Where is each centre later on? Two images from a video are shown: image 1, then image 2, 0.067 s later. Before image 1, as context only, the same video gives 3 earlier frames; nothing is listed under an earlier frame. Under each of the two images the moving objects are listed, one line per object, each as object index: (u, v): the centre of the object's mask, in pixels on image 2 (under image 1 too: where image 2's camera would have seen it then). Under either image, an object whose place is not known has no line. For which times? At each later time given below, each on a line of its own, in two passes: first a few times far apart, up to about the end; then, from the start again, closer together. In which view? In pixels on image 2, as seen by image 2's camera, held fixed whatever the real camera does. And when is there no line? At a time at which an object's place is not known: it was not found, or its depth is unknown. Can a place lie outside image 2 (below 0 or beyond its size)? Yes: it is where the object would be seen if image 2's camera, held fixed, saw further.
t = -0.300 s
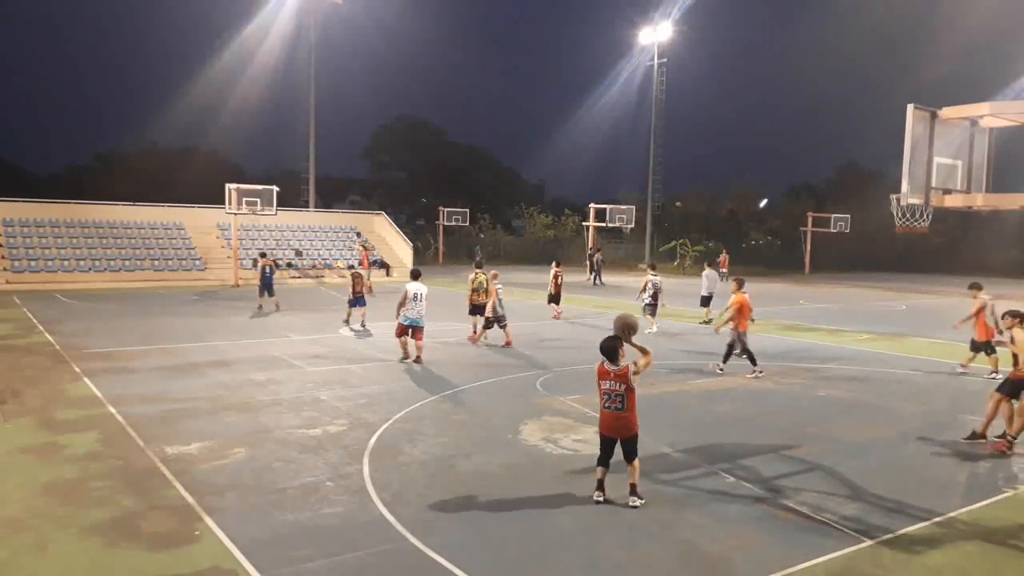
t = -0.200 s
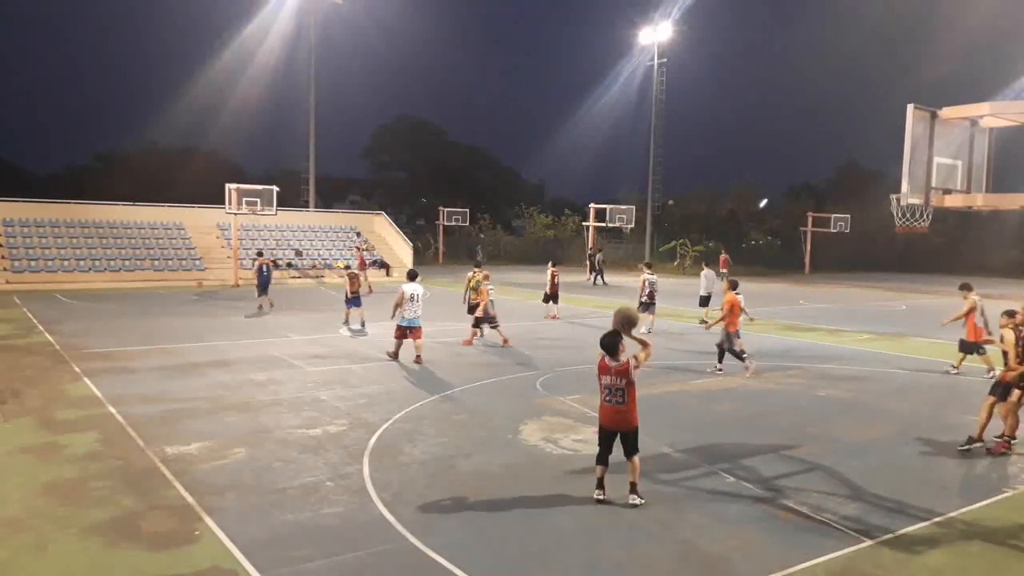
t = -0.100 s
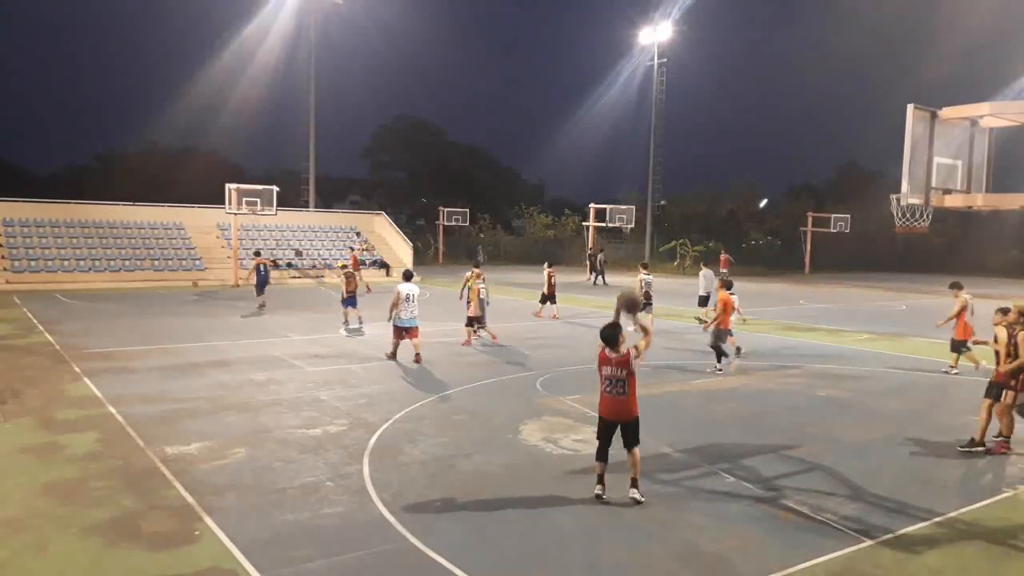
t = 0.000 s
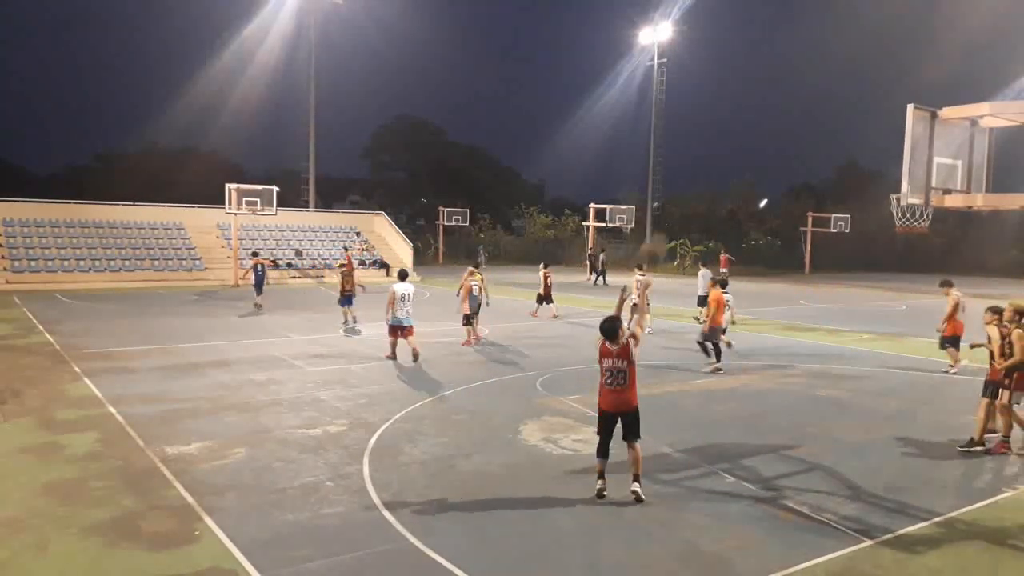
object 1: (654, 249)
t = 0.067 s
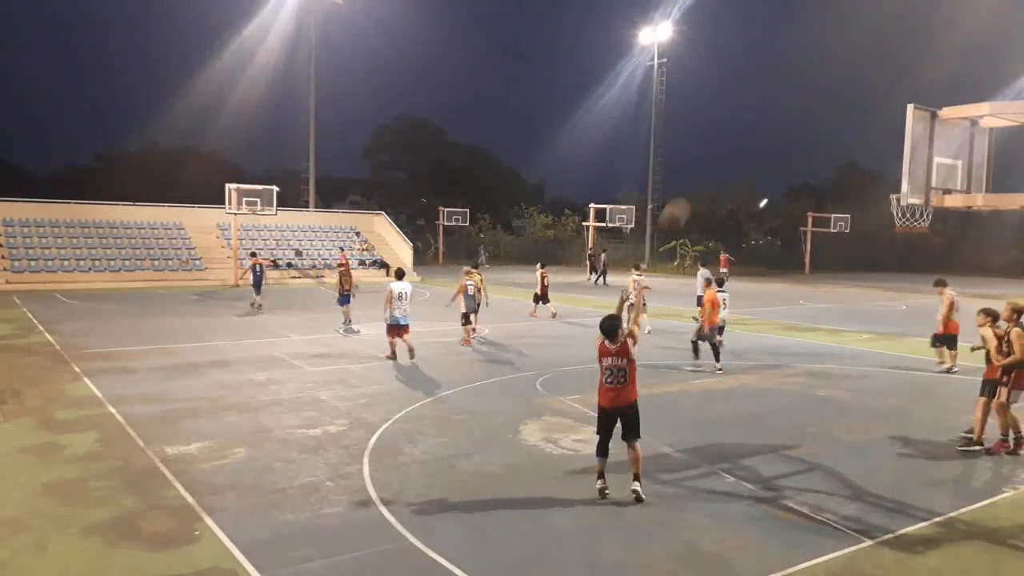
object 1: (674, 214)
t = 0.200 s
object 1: (715, 158)
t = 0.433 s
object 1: (779, 108)
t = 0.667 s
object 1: (833, 112)
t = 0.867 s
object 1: (873, 153)
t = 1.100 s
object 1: (887, 163)
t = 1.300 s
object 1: (877, 153)
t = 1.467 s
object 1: (868, 171)
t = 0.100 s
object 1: (684, 199)
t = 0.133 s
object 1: (695, 183)
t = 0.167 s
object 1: (706, 169)
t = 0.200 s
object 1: (715, 158)
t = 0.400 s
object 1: (771, 112)
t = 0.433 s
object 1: (779, 108)
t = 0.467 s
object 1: (787, 105)
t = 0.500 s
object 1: (796, 104)
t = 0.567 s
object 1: (811, 105)
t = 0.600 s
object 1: (819, 106)
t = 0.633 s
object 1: (826, 109)
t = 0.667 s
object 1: (833, 112)
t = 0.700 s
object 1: (840, 116)
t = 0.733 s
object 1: (846, 122)
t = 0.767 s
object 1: (853, 128)
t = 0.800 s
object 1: (861, 136)
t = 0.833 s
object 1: (867, 144)
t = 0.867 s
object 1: (873, 153)
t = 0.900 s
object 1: (880, 162)
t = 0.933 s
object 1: (885, 173)
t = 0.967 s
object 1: (890, 183)
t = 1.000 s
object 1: (890, 180)
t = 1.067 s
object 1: (888, 167)
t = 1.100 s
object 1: (887, 163)
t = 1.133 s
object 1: (885, 159)
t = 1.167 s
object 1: (884, 156)
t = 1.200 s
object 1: (882, 154)
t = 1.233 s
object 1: (881, 154)
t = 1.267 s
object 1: (879, 153)
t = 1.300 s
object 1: (877, 153)
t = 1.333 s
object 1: (875, 155)
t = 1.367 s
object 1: (874, 158)
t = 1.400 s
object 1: (871, 161)
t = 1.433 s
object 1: (870, 166)
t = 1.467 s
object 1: (868, 171)
